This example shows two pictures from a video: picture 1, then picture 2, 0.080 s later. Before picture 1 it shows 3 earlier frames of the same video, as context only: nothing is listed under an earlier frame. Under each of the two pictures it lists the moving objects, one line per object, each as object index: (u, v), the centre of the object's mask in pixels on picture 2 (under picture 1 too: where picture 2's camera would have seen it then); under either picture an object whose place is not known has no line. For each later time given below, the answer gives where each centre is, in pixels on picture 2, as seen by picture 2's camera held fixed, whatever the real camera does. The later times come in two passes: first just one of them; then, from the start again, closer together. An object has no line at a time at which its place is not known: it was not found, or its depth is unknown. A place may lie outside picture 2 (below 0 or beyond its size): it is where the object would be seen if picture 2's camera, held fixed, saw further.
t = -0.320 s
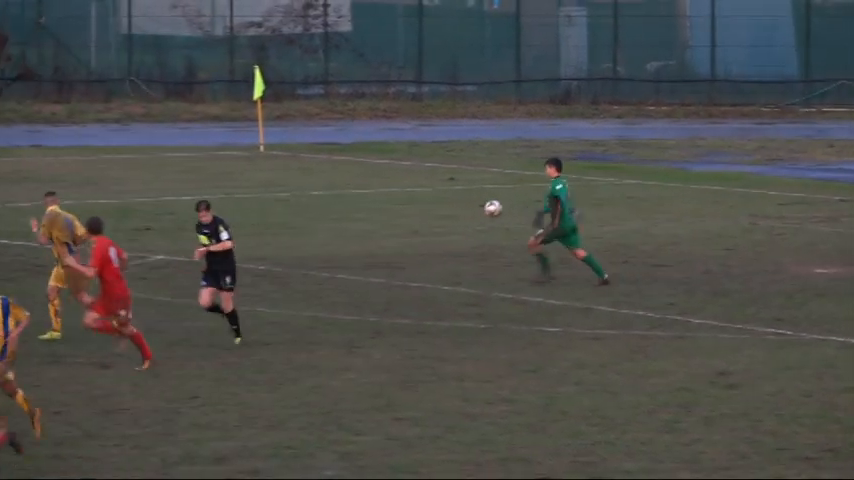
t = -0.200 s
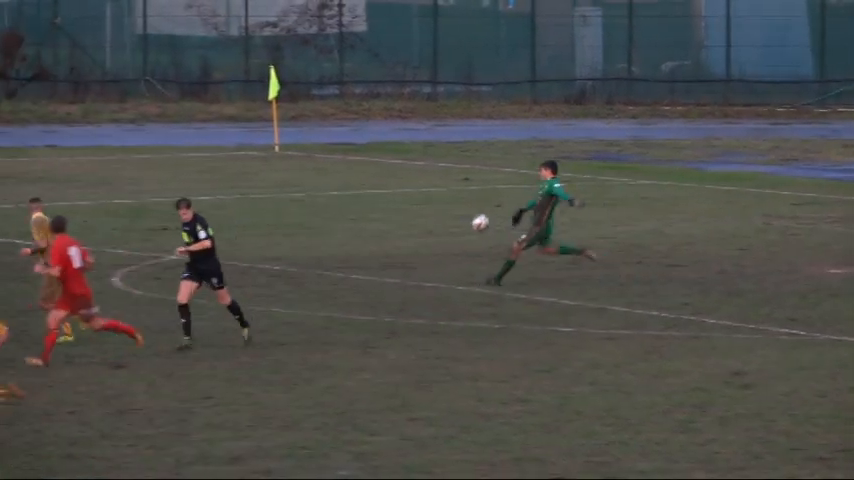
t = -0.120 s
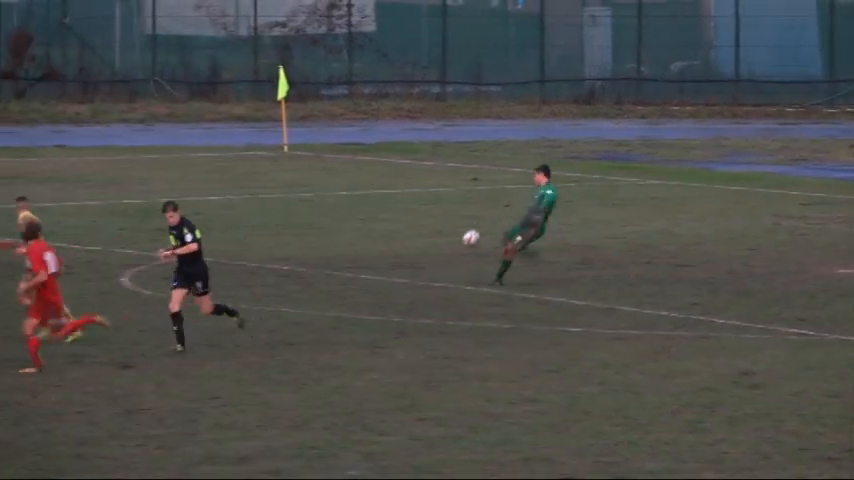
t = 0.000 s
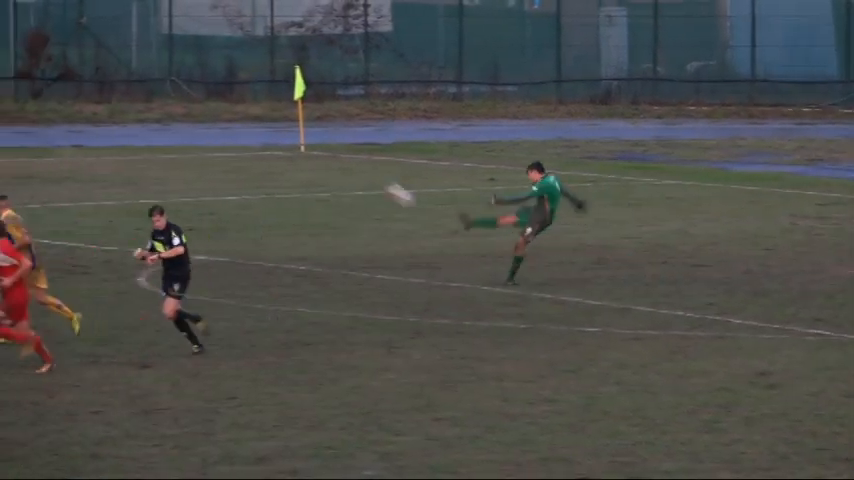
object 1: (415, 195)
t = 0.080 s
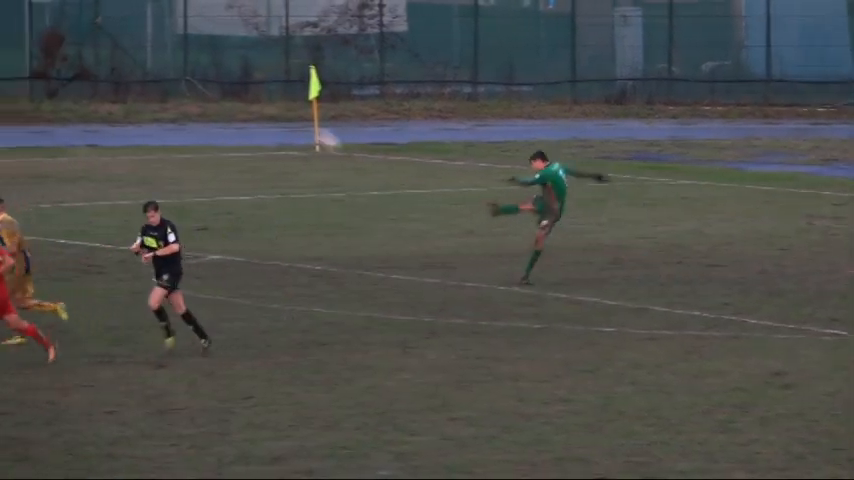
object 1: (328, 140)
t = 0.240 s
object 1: (151, 54)
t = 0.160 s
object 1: (240, 92)
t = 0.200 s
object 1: (196, 73)
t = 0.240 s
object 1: (151, 54)
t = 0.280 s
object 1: (104, 36)
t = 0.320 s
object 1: (57, 21)
